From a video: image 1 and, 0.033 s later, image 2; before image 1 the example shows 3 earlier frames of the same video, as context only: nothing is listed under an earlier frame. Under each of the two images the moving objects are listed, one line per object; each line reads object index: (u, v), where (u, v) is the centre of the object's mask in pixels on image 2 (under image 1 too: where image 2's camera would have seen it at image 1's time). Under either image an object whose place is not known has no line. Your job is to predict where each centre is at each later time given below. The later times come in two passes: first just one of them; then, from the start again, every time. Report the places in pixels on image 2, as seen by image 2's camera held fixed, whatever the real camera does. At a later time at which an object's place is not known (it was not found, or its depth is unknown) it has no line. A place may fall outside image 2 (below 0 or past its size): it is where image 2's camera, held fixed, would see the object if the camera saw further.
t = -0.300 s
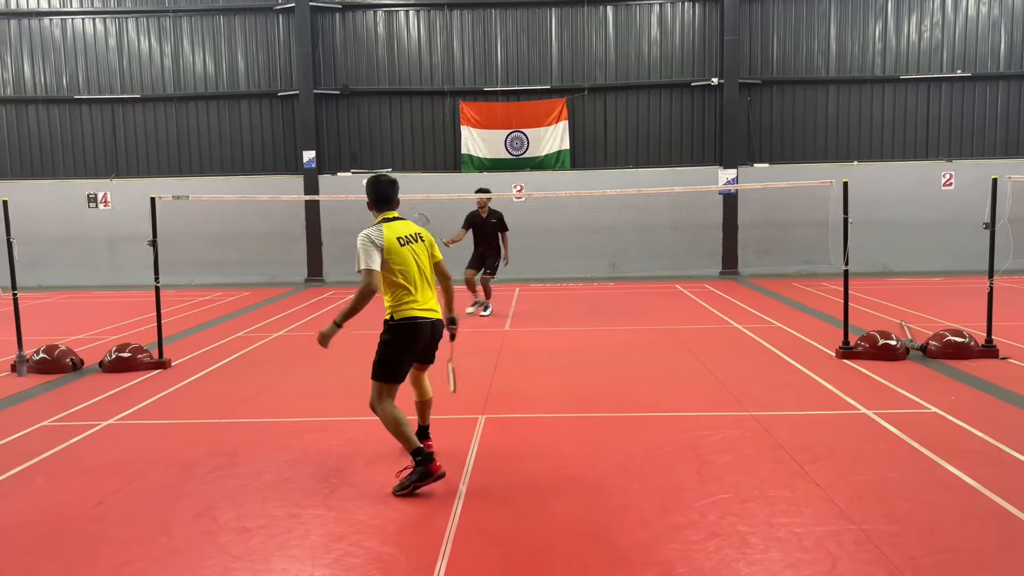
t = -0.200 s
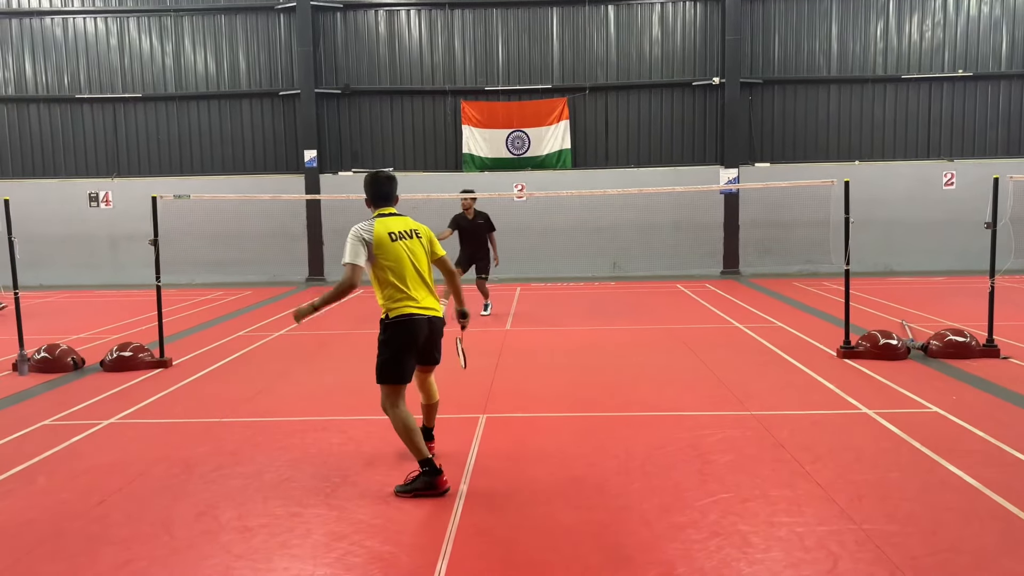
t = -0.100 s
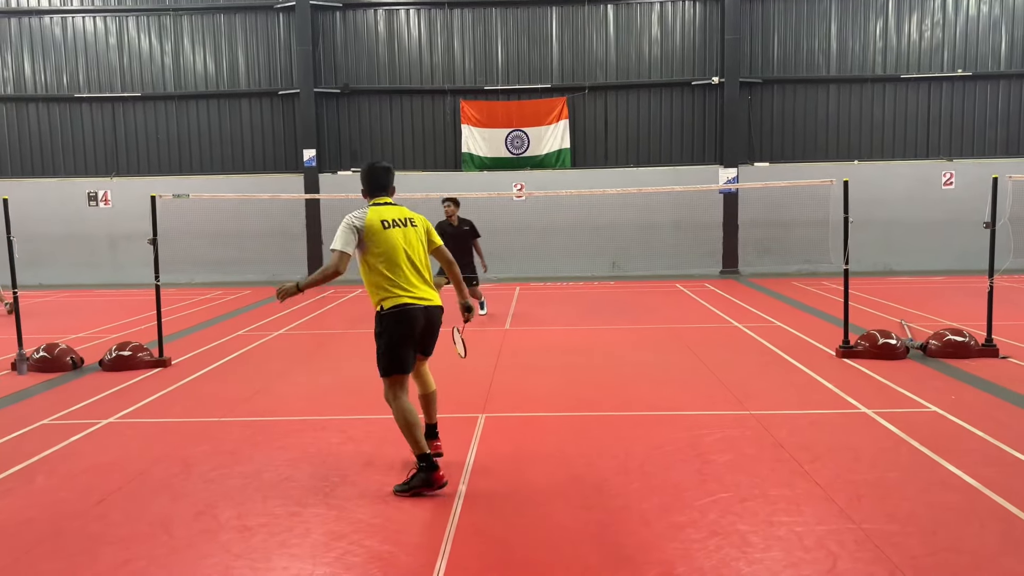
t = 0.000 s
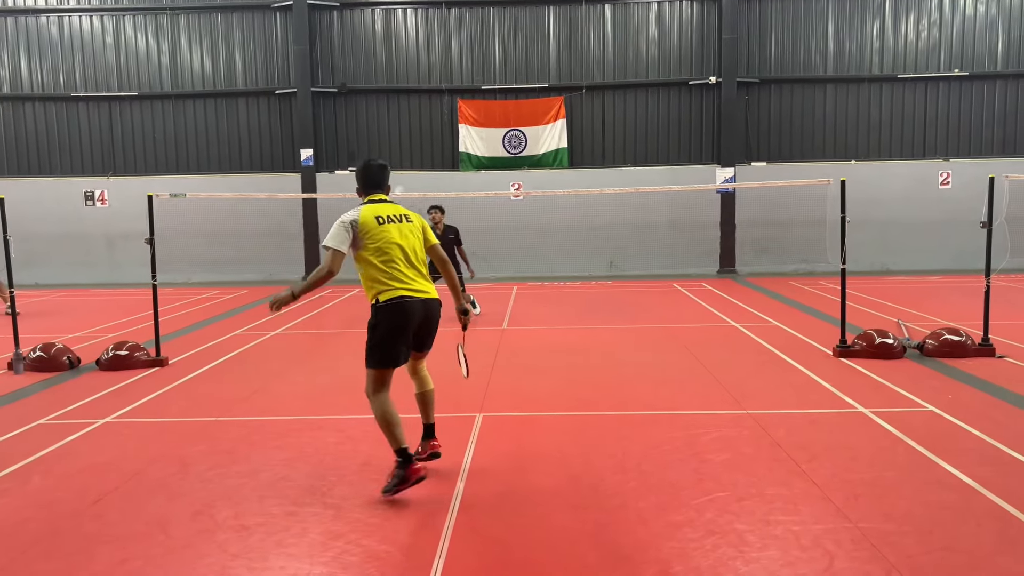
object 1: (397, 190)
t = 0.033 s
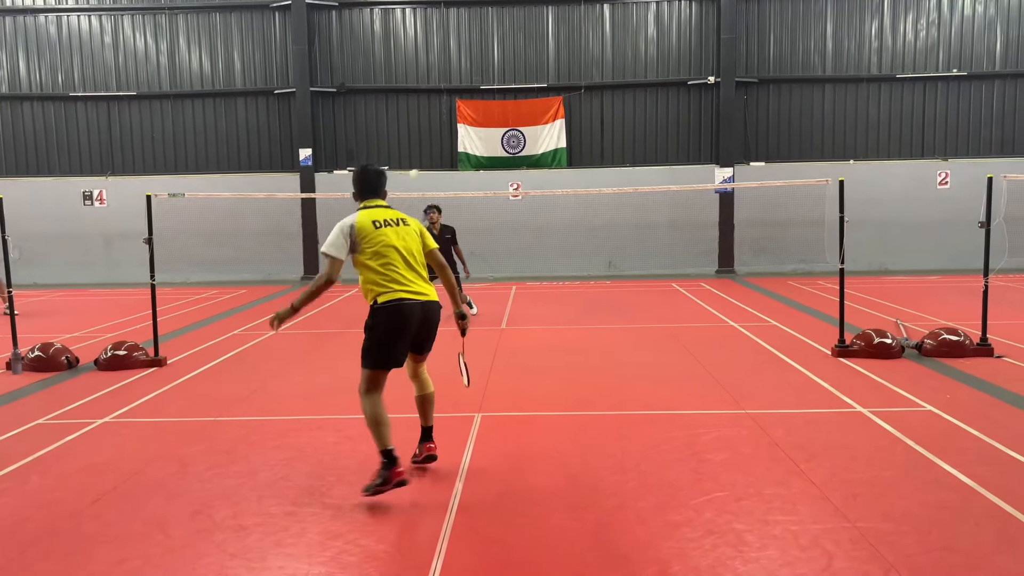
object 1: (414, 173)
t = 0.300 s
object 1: (553, 68)
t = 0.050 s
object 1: (423, 167)
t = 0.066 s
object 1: (432, 160)
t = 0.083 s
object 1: (440, 151)
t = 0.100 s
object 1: (447, 142)
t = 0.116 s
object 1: (454, 134)
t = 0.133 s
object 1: (465, 124)
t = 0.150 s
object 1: (472, 119)
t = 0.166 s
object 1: (480, 113)
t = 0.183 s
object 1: (489, 106)
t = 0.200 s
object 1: (498, 101)
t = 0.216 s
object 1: (507, 95)
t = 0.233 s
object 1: (515, 90)
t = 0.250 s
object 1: (525, 83)
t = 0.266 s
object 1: (535, 78)
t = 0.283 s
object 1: (544, 73)
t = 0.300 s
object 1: (553, 68)
